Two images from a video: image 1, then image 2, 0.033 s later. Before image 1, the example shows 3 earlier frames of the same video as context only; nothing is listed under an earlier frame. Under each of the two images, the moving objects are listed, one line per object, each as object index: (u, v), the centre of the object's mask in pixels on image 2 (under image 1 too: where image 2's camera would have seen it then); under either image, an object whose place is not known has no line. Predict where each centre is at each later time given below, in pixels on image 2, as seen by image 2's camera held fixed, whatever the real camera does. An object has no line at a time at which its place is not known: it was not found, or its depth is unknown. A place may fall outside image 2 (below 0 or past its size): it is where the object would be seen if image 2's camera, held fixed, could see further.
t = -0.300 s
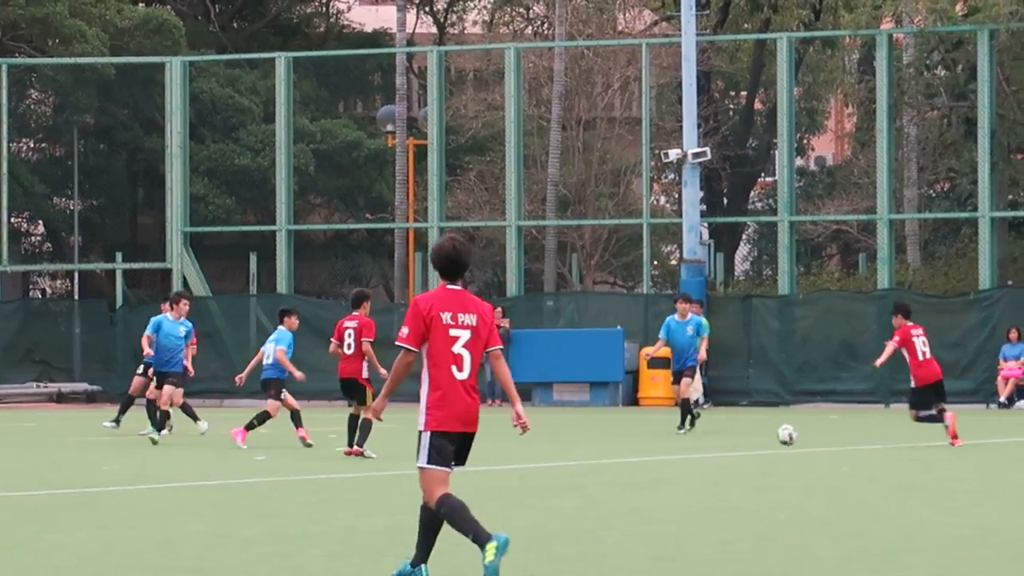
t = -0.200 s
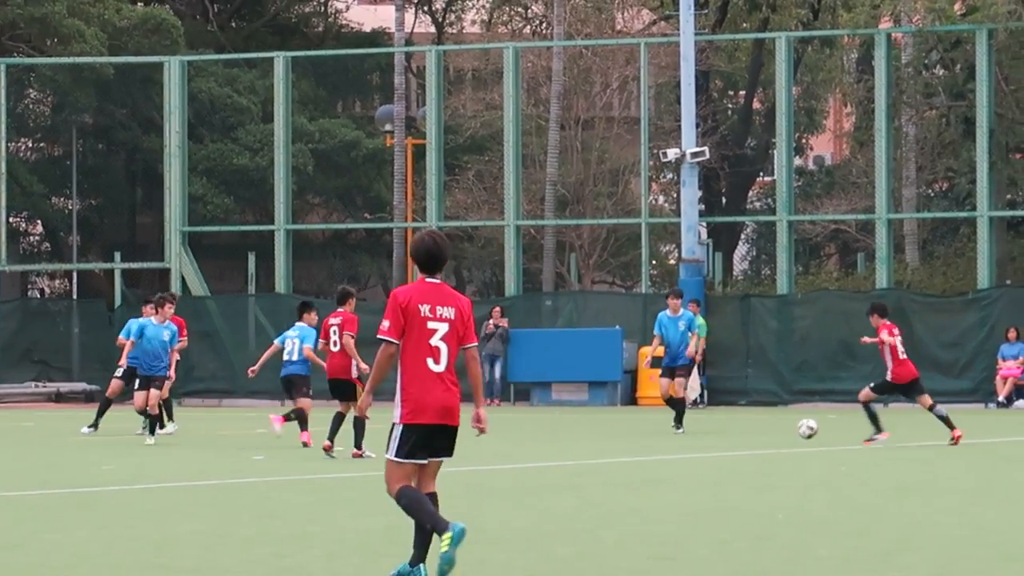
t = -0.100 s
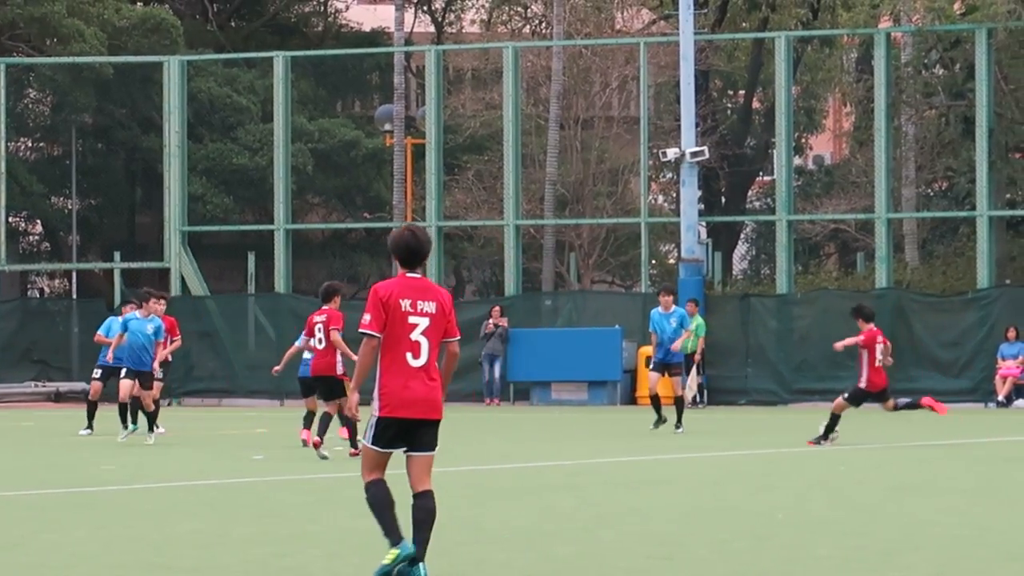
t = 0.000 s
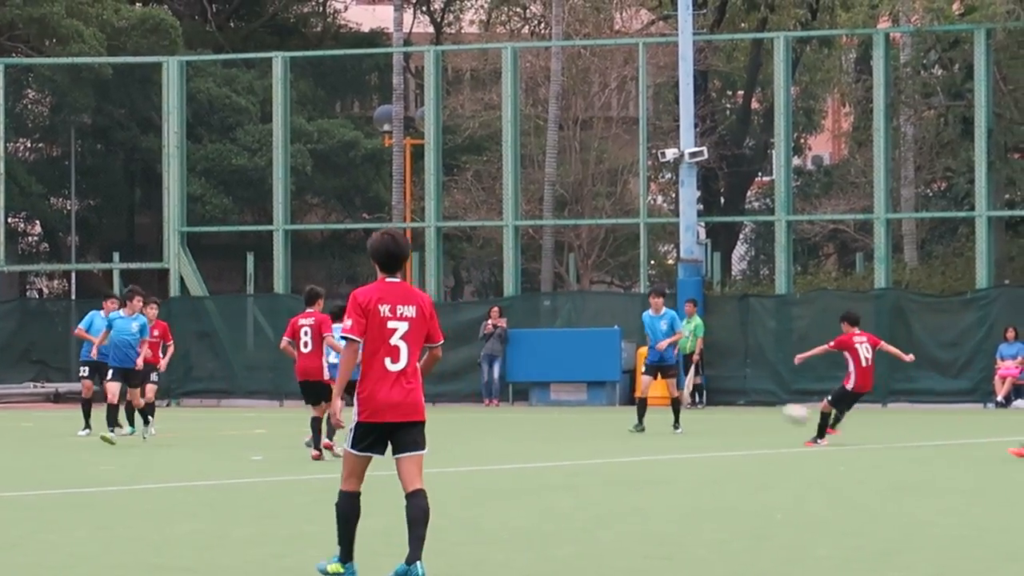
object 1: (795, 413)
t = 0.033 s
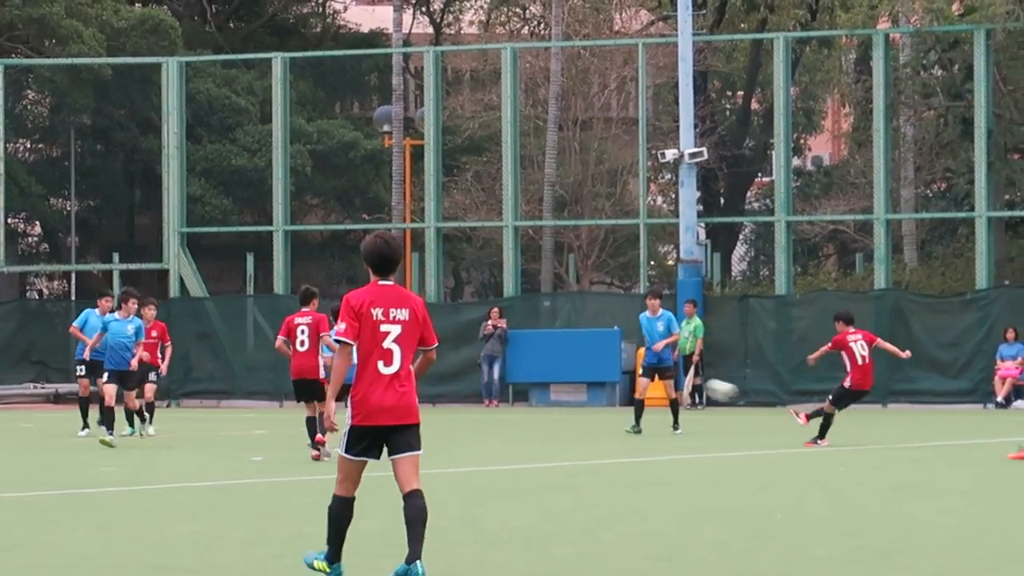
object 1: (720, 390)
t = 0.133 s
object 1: (499, 318)
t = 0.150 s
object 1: (462, 307)
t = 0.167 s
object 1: (427, 296)
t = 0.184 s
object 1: (391, 285)
